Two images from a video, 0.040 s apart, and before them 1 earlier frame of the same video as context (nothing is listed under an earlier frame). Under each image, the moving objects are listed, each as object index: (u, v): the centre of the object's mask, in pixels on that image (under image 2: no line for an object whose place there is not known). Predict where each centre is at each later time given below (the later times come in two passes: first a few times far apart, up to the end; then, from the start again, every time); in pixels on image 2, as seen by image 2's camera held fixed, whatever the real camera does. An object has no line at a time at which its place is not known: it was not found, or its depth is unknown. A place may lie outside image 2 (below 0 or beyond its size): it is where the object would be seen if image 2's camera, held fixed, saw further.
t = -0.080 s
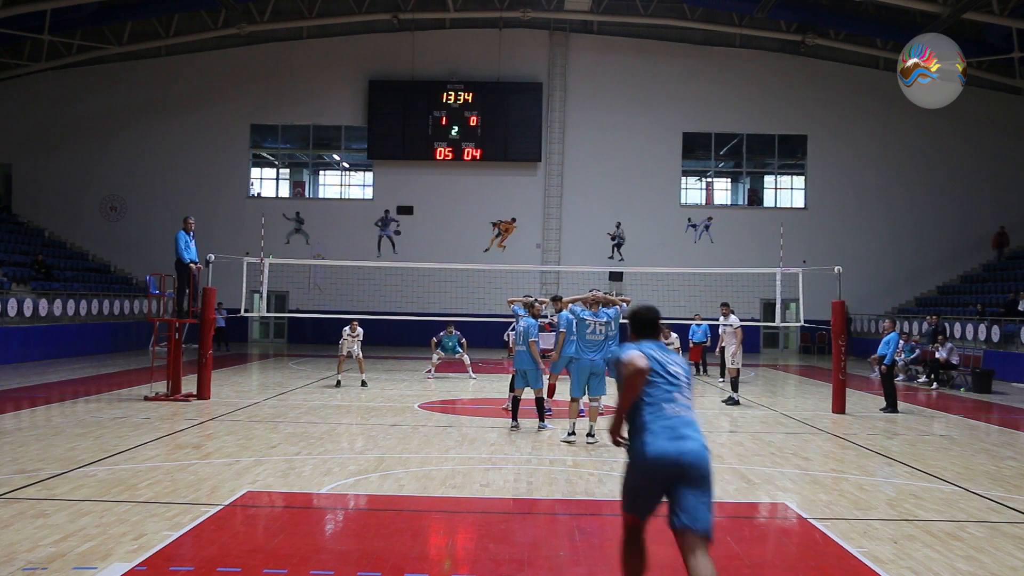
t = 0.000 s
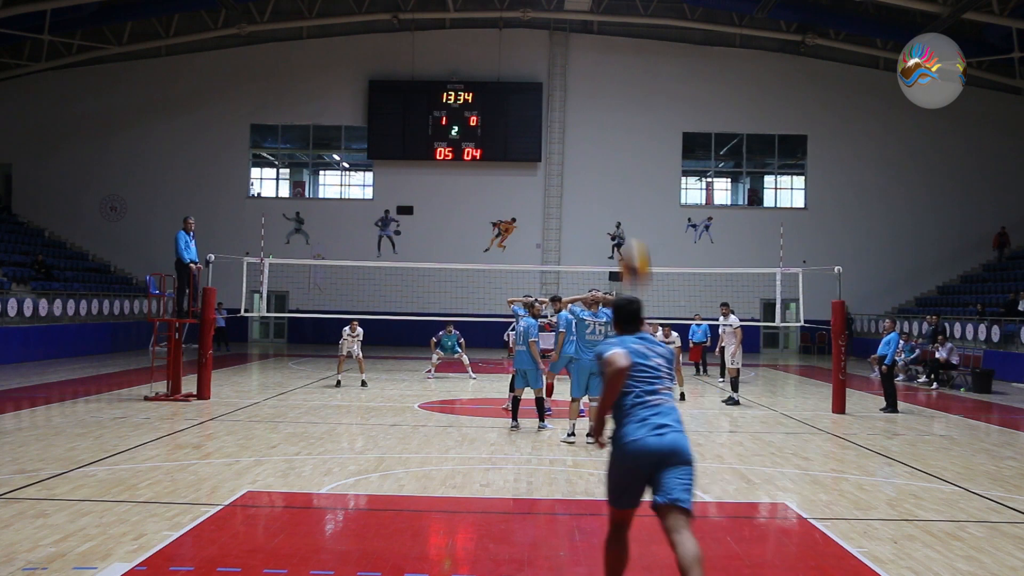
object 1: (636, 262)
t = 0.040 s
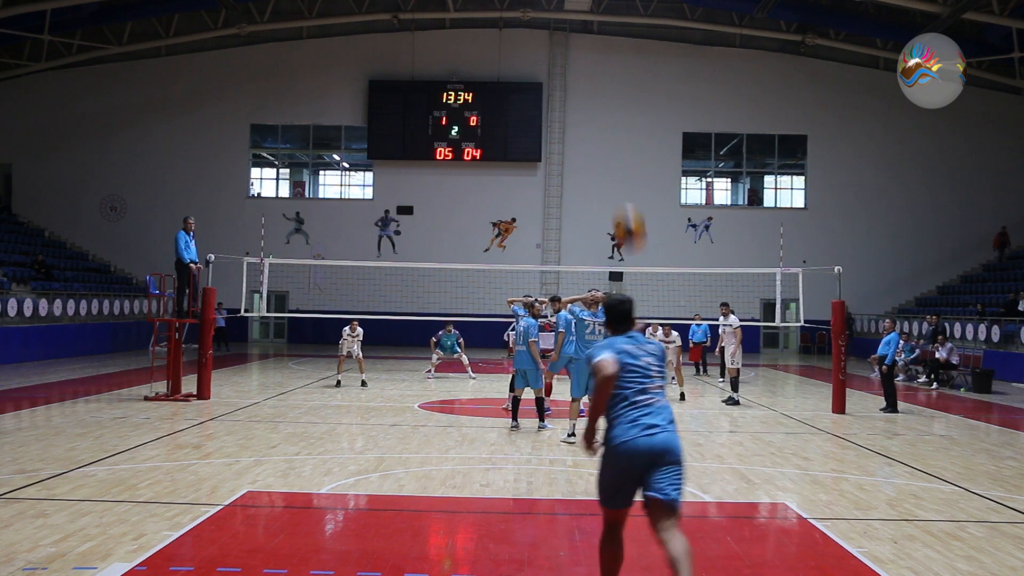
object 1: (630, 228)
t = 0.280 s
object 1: (604, 81)
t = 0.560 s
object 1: (577, 33)
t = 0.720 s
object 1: (564, 50)
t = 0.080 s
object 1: (625, 196)
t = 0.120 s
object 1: (620, 166)
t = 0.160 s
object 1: (616, 140)
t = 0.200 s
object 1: (611, 117)
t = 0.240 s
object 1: (607, 98)
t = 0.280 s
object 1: (604, 81)
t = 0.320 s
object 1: (600, 66)
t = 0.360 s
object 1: (595, 55)
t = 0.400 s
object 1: (592, 46)
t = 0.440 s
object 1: (588, 39)
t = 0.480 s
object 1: (584, 35)
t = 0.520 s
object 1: (581, 33)
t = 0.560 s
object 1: (577, 33)
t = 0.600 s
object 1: (574, 35)
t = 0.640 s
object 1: (571, 38)
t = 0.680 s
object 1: (568, 44)
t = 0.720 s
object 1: (564, 50)
